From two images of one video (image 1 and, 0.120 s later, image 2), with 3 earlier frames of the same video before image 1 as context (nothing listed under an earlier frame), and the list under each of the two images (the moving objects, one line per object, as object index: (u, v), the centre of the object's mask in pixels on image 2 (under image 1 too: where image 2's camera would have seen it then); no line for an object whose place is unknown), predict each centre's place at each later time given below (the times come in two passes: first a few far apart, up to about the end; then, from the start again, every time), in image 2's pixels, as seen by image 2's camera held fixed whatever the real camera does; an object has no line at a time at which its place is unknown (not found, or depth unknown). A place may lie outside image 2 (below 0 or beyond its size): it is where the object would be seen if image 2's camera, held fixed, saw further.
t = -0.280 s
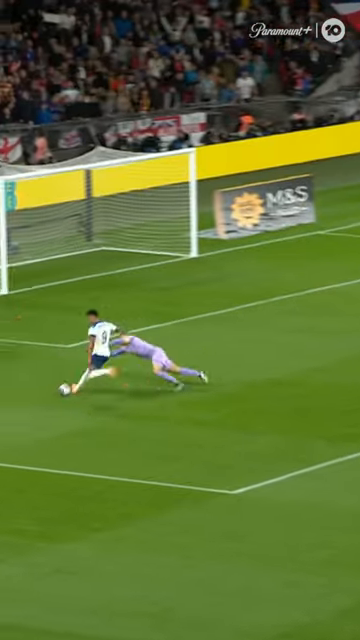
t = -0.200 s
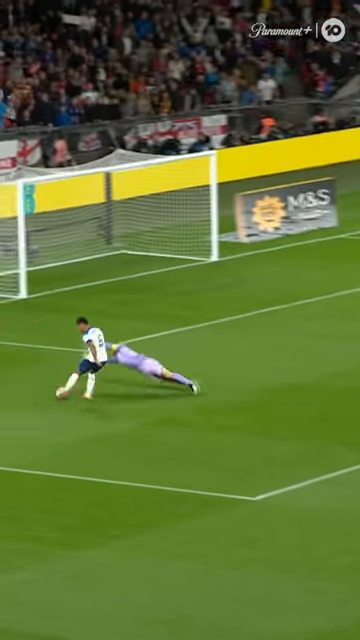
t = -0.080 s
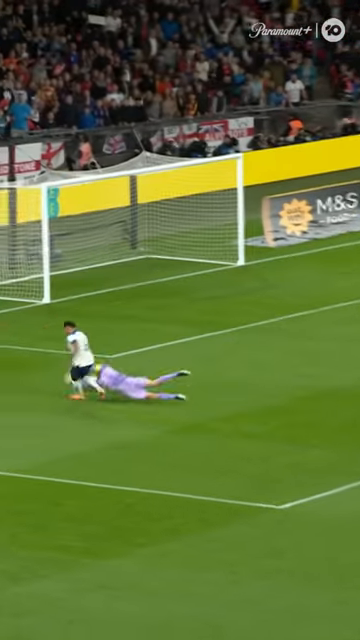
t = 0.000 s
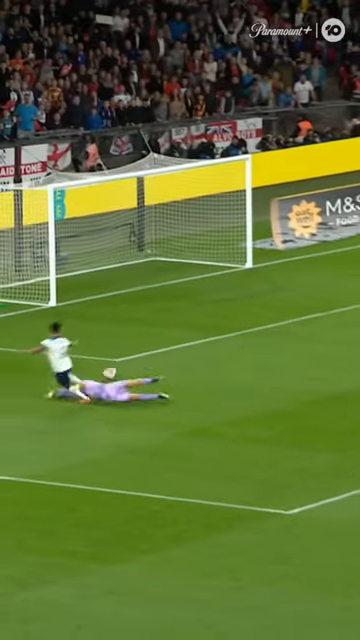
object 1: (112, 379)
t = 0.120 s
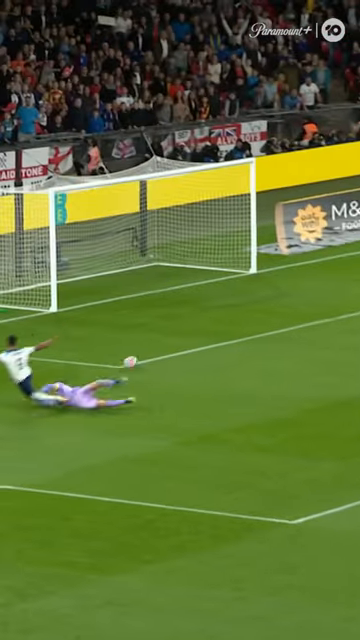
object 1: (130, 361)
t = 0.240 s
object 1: (148, 349)
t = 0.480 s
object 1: (181, 324)
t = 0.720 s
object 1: (211, 306)
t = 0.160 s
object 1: (136, 356)
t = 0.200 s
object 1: (144, 353)
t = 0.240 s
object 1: (148, 349)
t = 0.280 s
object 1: (153, 343)
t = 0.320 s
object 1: (159, 338)
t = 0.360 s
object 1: (164, 334)
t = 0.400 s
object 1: (170, 332)
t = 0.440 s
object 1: (176, 328)
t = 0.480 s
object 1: (181, 324)
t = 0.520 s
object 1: (186, 319)
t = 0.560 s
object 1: (191, 316)
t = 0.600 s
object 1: (196, 313)
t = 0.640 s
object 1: (201, 312)
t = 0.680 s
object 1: (206, 309)
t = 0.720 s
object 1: (211, 306)
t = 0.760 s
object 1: (215, 303)
